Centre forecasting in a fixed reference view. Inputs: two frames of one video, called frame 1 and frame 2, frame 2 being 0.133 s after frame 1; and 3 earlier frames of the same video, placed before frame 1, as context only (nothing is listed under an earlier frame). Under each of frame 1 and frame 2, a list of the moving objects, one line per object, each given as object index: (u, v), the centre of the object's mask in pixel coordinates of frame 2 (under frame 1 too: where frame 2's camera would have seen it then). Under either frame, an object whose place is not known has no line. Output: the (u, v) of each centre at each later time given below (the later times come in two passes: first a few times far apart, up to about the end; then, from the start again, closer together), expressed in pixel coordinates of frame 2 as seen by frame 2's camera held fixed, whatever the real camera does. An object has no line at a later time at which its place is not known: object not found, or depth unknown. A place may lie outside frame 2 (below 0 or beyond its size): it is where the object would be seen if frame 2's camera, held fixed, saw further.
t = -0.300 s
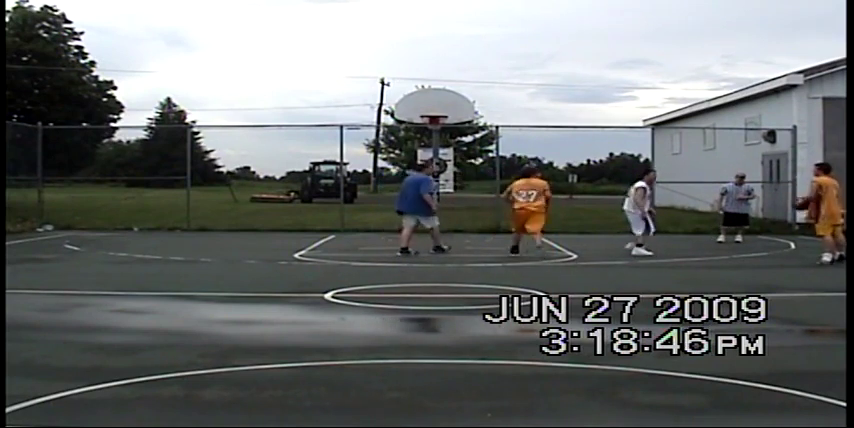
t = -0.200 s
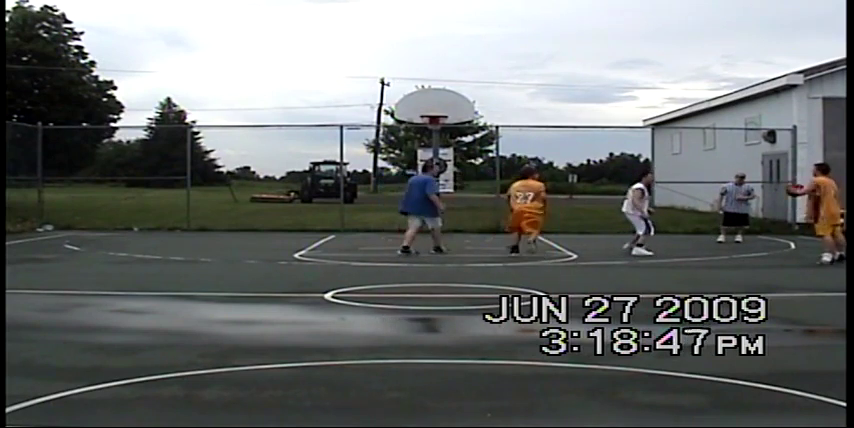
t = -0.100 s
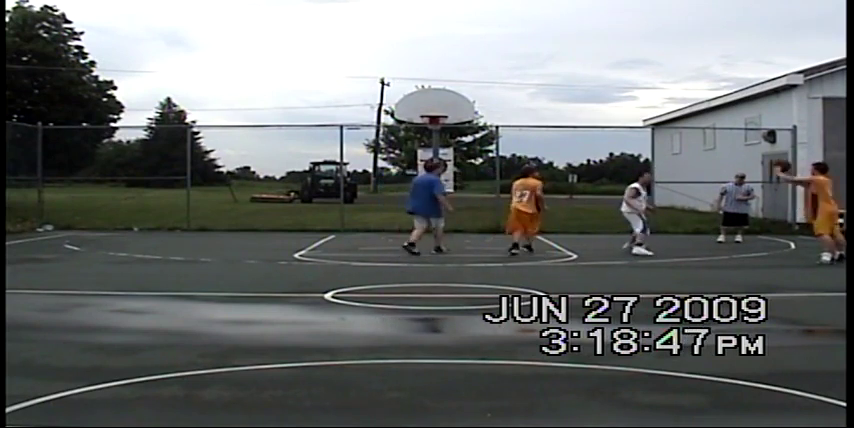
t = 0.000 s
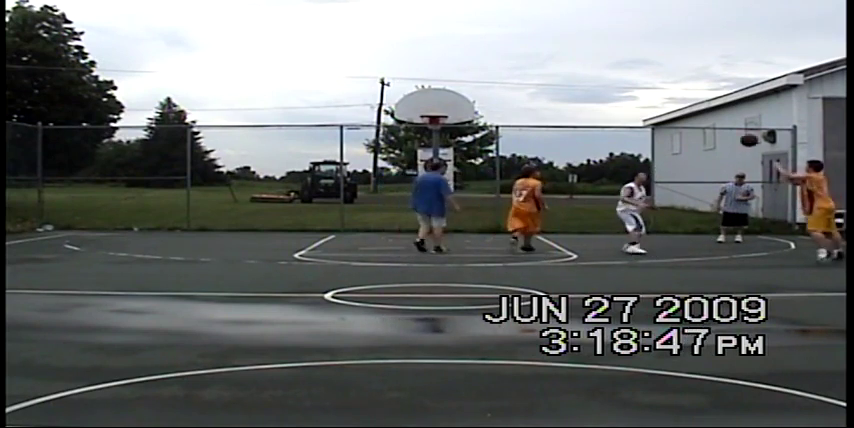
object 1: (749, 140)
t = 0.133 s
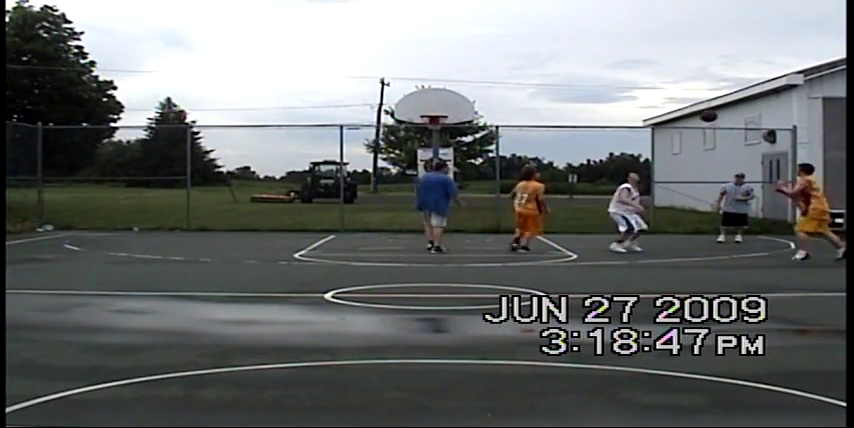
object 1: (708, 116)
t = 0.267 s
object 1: (671, 102)
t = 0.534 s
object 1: (605, 100)
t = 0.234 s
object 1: (680, 104)
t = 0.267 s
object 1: (671, 102)
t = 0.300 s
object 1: (663, 100)
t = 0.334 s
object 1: (654, 98)
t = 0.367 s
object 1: (645, 97)
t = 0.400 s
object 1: (637, 97)
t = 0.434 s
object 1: (629, 97)
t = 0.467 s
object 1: (622, 97)
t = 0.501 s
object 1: (613, 98)
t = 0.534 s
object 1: (605, 100)
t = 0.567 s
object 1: (598, 102)
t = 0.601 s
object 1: (590, 104)
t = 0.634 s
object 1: (583, 107)
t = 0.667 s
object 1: (575, 110)
